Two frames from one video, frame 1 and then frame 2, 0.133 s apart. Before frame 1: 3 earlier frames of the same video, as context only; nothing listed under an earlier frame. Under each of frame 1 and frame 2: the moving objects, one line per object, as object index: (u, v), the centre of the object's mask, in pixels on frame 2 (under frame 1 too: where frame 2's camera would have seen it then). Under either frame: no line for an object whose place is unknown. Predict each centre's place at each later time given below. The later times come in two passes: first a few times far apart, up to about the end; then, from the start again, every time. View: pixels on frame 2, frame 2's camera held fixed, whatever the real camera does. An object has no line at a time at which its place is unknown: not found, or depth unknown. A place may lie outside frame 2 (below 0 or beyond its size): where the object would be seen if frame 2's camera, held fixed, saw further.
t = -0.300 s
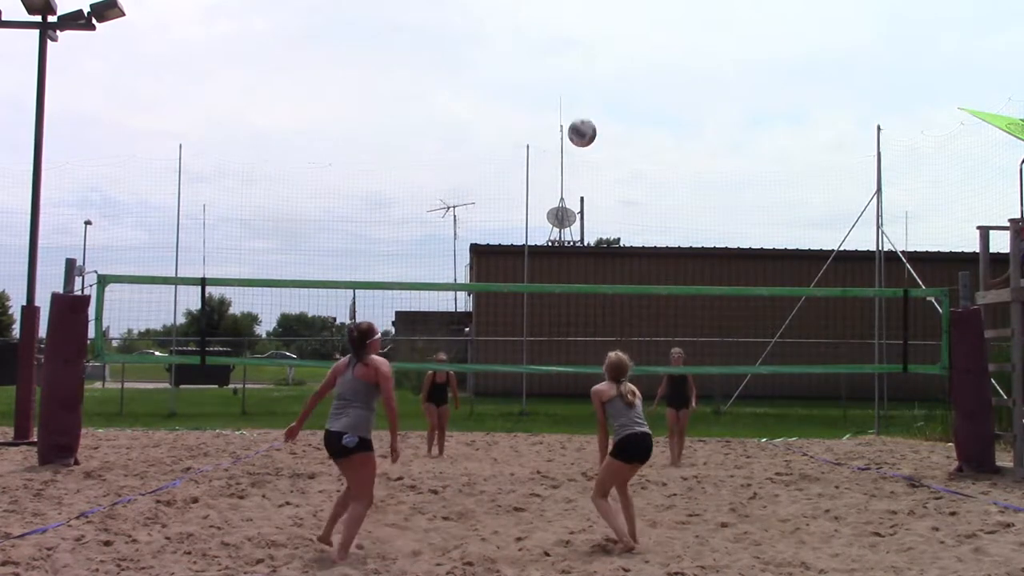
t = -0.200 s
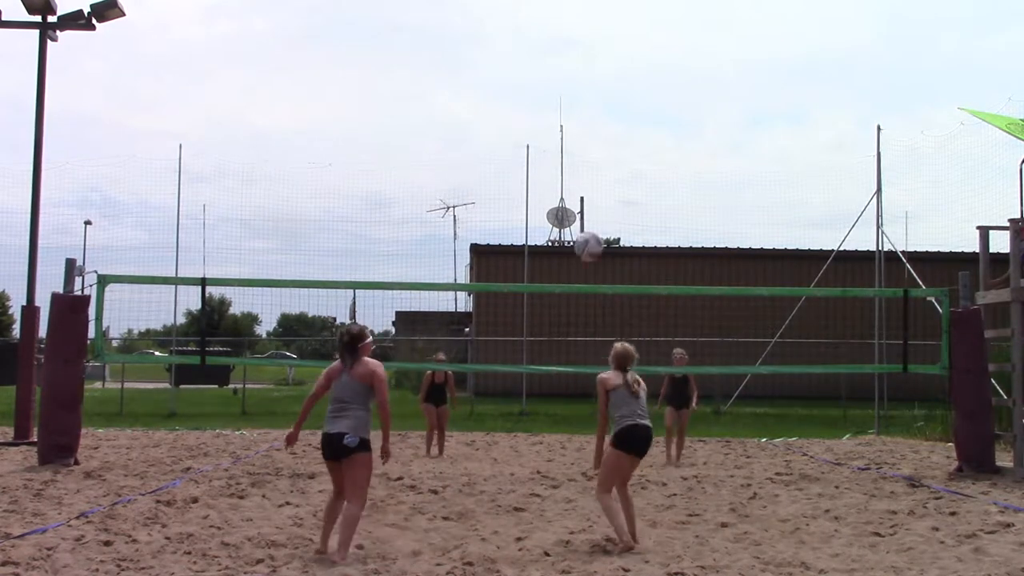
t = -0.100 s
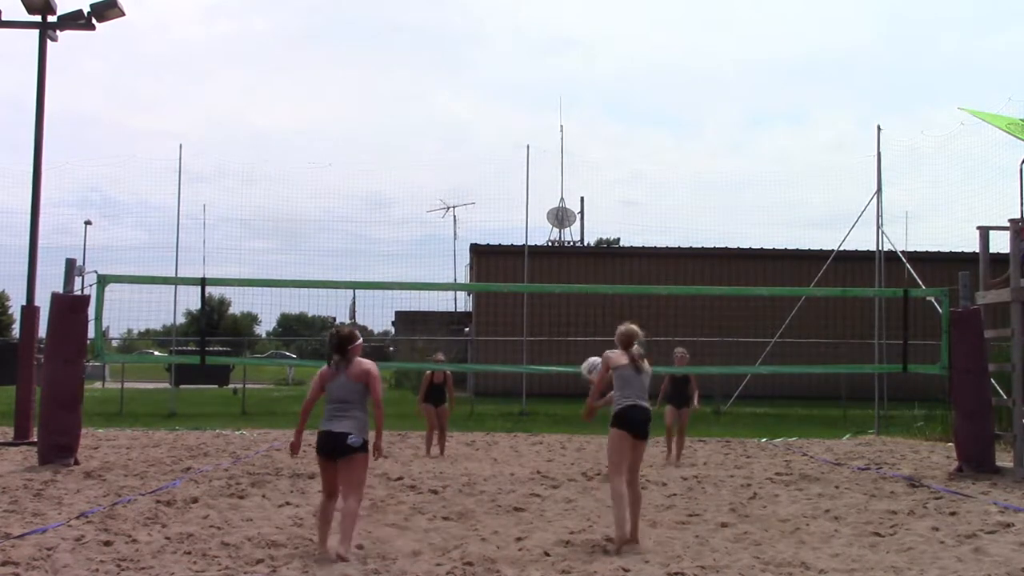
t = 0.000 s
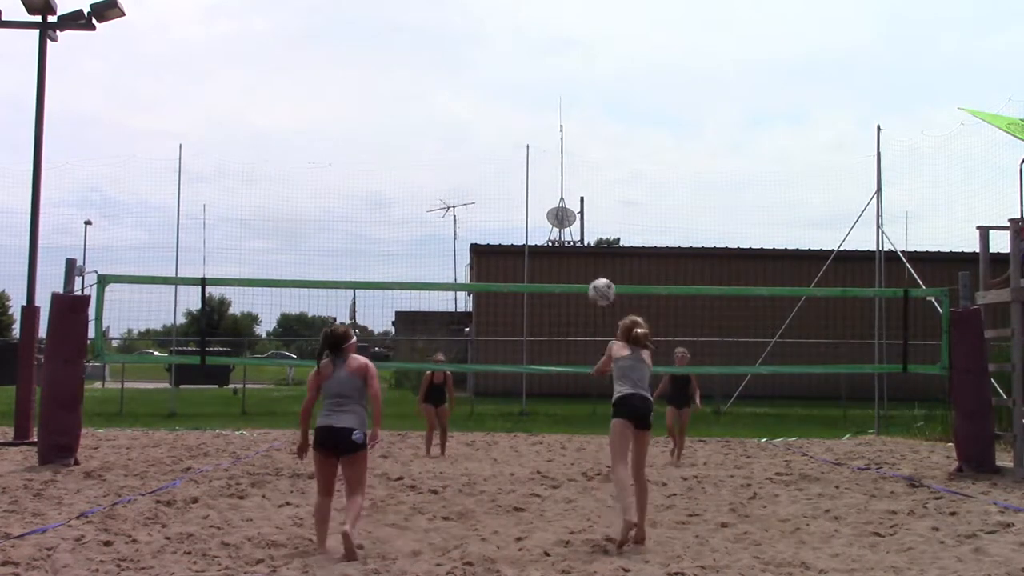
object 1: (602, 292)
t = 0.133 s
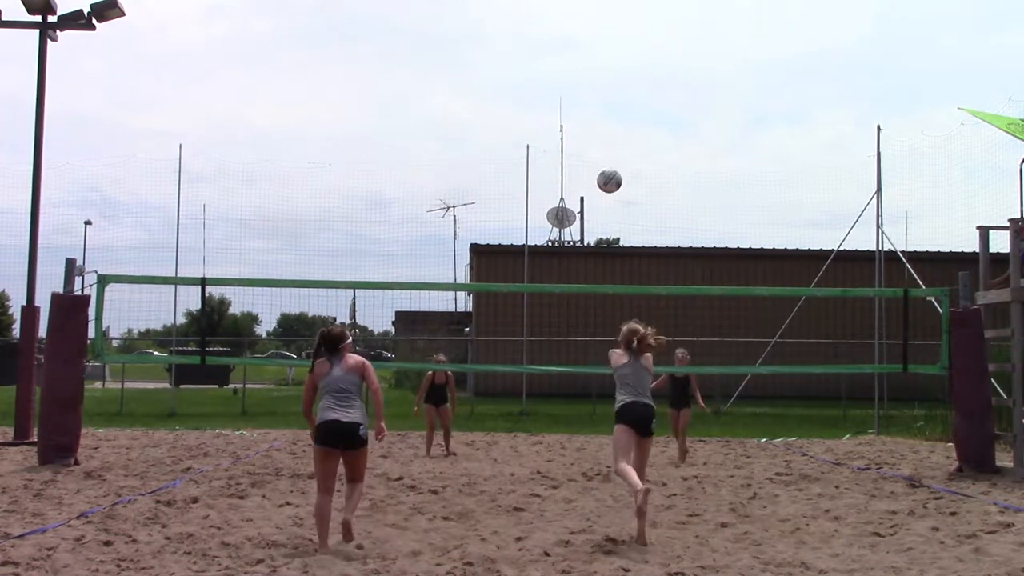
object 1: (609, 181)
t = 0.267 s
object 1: (617, 107)
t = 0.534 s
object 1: (630, 40)
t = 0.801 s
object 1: (640, 50)
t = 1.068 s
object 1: (650, 110)
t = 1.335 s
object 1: (660, 208)
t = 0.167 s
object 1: (611, 159)
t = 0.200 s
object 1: (613, 140)
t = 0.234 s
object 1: (615, 123)
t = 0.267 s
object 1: (617, 107)
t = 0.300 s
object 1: (618, 93)
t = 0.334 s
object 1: (620, 81)
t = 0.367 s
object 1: (622, 71)
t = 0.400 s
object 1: (623, 62)
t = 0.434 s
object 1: (625, 55)
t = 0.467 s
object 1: (626, 49)
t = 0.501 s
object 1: (628, 44)
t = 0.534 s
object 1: (630, 40)
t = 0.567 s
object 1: (631, 38)
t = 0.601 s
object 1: (632, 37)
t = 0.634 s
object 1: (633, 37)
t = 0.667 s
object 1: (635, 38)
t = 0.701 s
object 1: (636, 39)
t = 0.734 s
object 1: (637, 42)
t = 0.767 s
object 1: (639, 45)
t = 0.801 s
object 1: (640, 50)
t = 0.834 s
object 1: (642, 55)
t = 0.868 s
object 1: (643, 61)
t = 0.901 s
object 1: (644, 68)
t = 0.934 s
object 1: (646, 75)
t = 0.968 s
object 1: (647, 83)
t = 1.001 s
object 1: (648, 91)
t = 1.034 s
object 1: (649, 101)
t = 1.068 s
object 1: (650, 110)
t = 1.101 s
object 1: (652, 121)
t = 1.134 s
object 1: (653, 132)
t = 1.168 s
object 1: (654, 143)
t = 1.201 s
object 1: (655, 155)
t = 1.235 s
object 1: (656, 168)
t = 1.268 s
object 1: (657, 180)
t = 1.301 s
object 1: (658, 194)
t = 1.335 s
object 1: (660, 208)
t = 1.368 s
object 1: (660, 222)
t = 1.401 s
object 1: (662, 237)
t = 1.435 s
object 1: (663, 252)
